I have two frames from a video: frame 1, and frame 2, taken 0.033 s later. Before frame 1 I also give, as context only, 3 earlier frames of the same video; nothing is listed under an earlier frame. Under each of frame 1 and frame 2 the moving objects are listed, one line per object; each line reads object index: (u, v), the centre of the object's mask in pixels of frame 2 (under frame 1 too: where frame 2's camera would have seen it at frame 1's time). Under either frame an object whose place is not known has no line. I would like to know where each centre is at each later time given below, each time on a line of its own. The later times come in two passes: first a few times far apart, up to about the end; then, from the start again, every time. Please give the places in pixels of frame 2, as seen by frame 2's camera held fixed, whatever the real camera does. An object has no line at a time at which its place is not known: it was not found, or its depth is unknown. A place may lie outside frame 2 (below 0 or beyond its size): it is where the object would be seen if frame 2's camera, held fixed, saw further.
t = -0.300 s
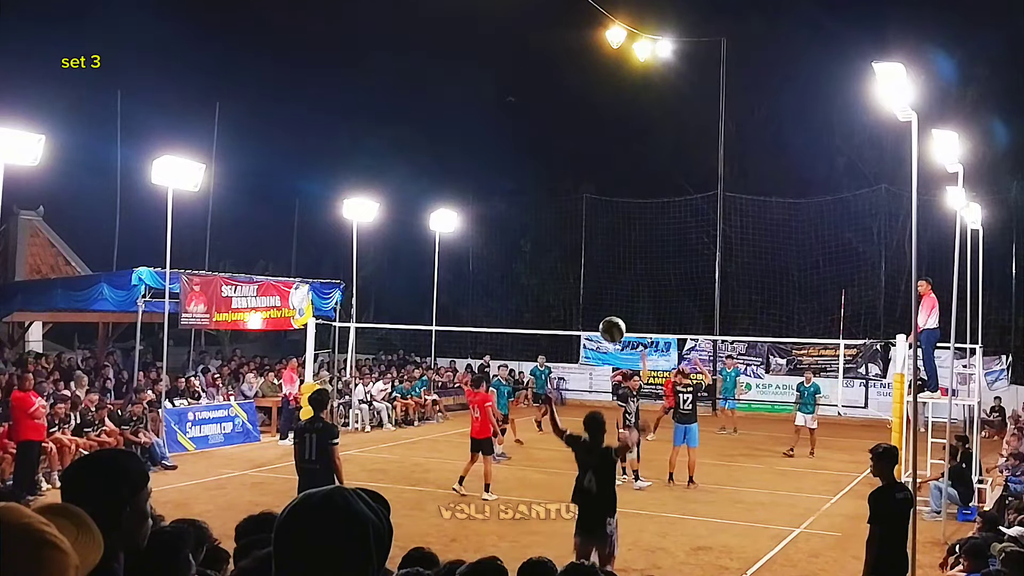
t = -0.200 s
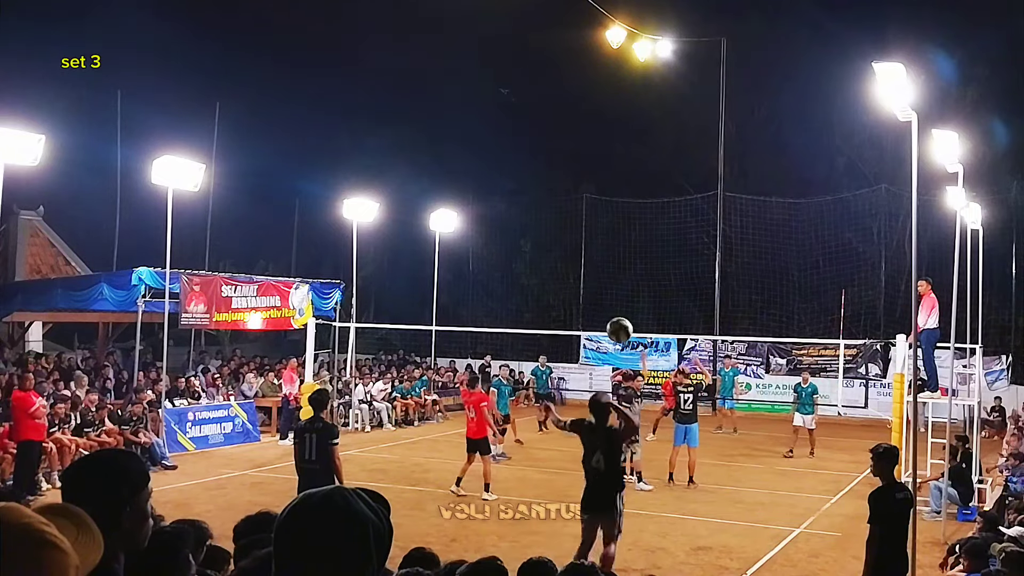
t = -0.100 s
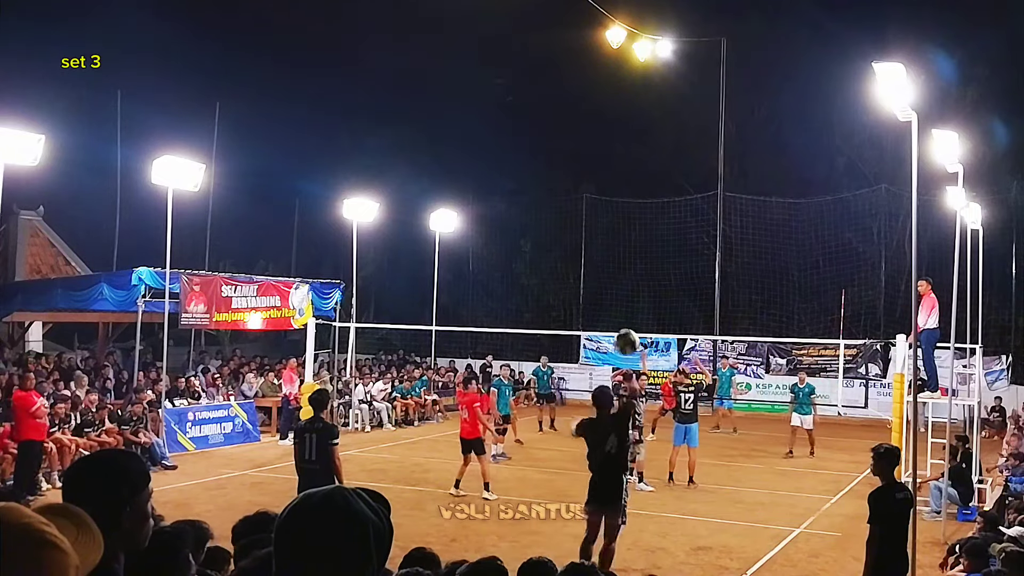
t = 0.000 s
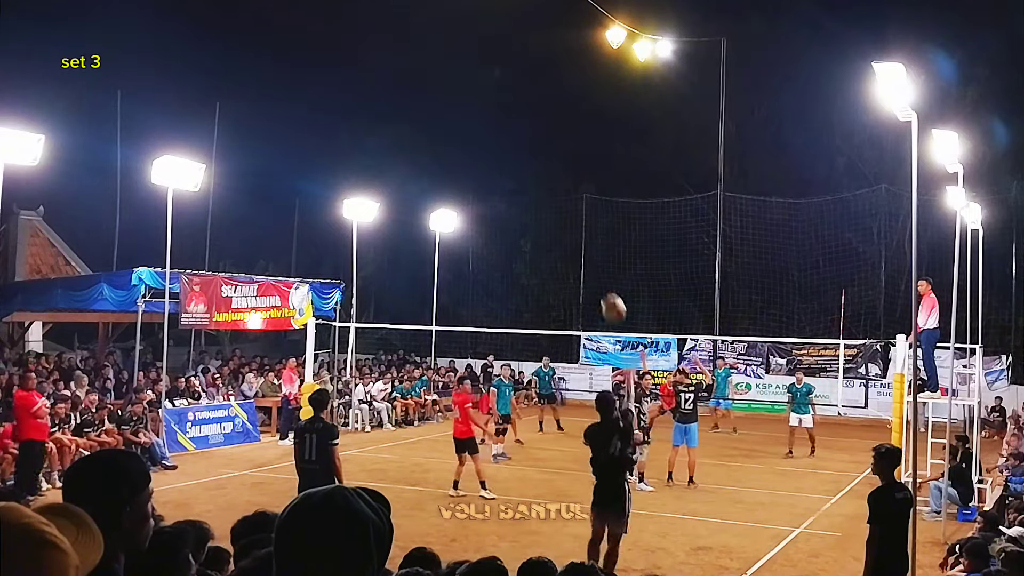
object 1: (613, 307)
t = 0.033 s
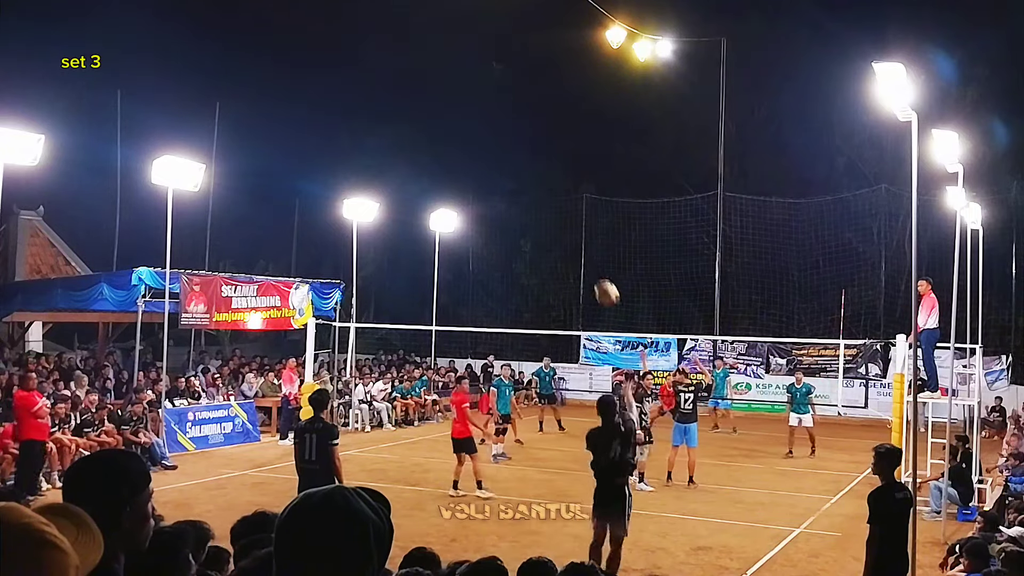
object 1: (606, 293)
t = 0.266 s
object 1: (566, 242)
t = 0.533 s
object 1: (528, 251)
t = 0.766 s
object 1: (499, 290)
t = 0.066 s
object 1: (600, 280)
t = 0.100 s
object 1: (595, 270)
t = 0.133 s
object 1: (589, 261)
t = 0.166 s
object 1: (583, 254)
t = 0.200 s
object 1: (577, 248)
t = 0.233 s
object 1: (572, 245)
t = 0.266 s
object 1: (566, 242)
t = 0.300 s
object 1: (561, 240)
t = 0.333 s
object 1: (556, 239)
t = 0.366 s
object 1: (551, 239)
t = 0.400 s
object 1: (547, 240)
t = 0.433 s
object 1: (542, 242)
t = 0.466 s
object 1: (537, 244)
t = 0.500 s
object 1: (533, 247)
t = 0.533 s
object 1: (528, 251)
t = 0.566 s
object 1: (523, 255)
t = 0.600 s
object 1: (520, 259)
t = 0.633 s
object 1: (515, 265)
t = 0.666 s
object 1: (511, 270)
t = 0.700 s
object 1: (507, 276)
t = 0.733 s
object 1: (503, 282)
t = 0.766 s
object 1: (499, 290)
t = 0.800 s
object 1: (495, 296)
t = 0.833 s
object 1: (492, 304)
